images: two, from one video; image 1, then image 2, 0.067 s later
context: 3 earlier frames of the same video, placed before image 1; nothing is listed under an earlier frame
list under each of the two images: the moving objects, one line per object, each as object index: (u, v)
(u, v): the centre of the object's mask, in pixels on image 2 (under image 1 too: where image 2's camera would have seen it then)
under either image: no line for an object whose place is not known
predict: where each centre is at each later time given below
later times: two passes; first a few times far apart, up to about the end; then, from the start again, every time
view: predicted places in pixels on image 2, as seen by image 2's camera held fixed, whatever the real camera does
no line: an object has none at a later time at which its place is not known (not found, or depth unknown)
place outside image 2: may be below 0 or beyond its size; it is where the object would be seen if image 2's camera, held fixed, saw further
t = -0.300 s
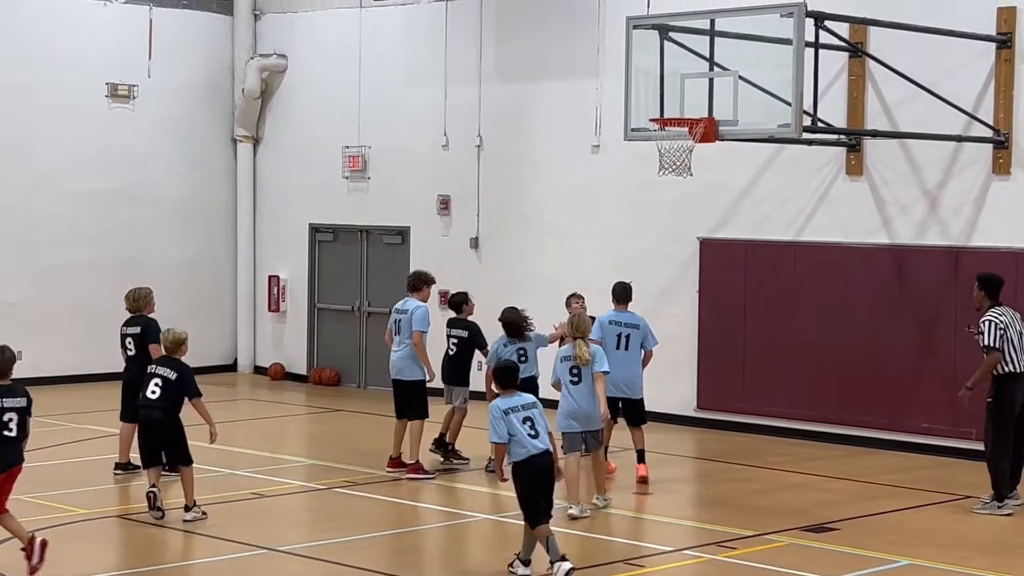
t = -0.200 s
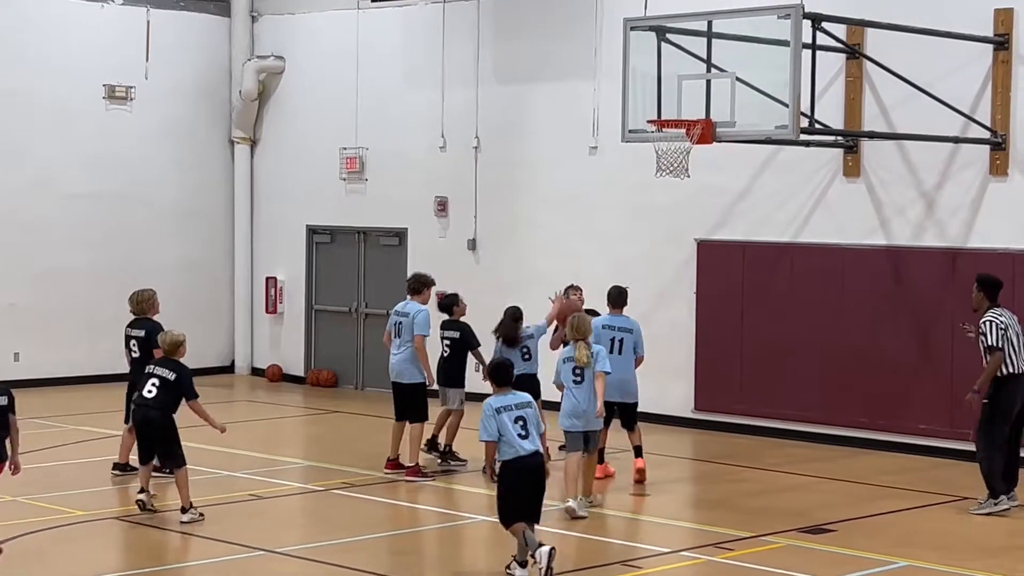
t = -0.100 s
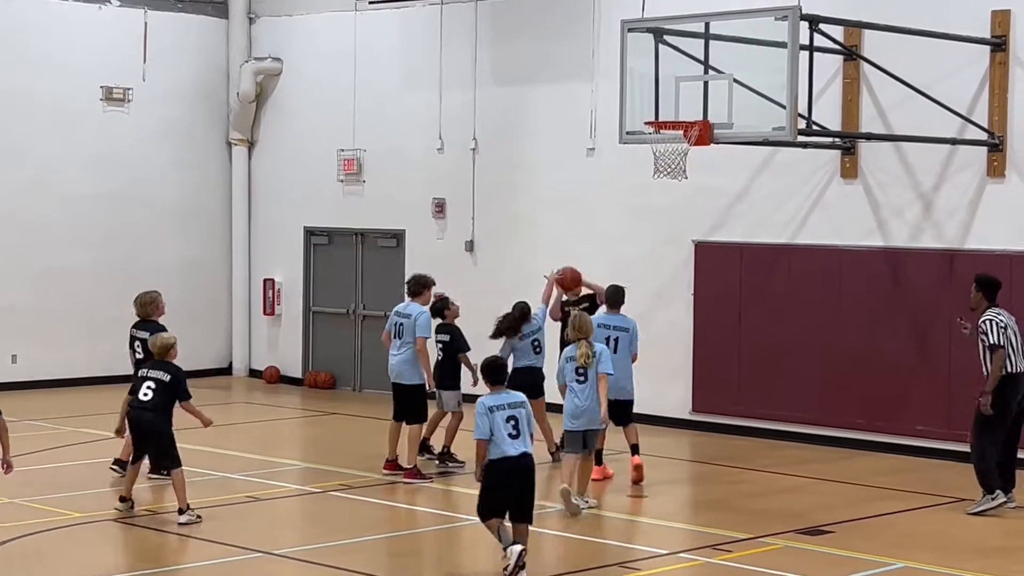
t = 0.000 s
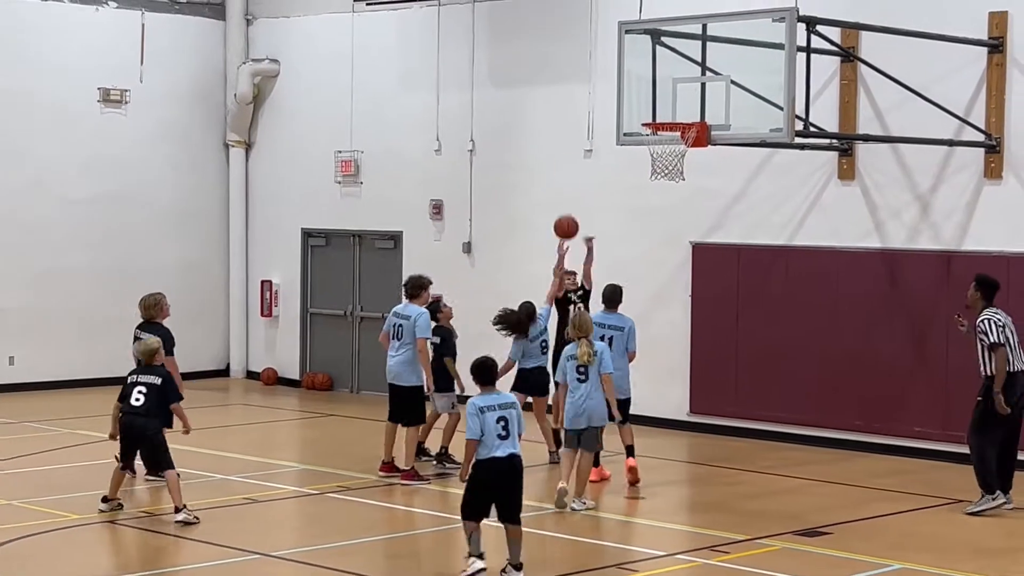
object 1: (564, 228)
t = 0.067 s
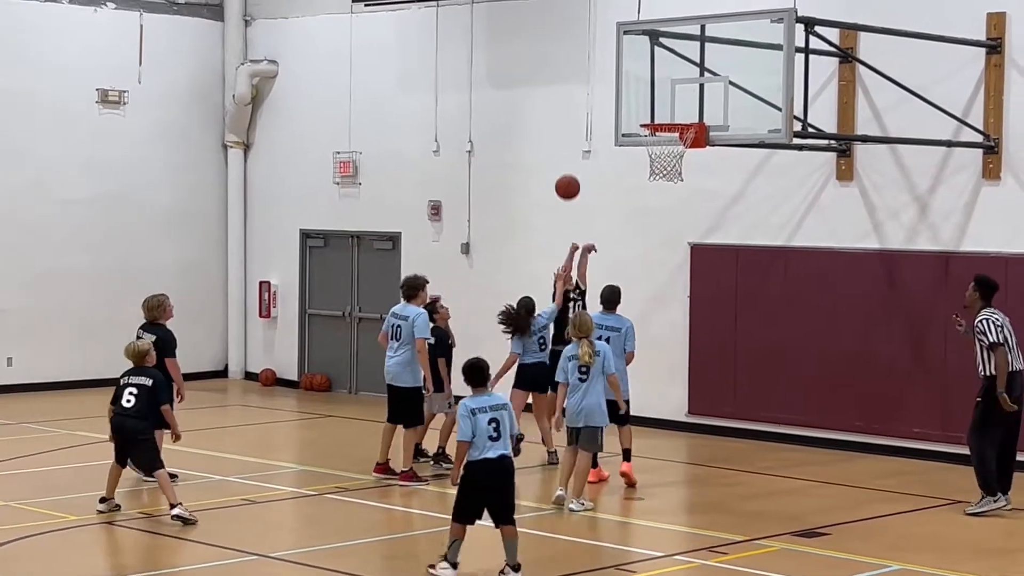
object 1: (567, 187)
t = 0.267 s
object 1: (576, 90)
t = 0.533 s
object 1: (586, 25)
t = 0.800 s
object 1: (595, 39)
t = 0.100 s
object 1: (569, 168)
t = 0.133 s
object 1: (570, 150)
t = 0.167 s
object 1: (571, 133)
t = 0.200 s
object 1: (573, 118)
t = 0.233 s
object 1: (574, 103)
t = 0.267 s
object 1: (576, 90)
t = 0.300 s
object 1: (577, 78)
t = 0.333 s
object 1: (578, 66)
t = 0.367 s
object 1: (580, 56)
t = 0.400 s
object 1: (581, 48)
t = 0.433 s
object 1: (582, 40)
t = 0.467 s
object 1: (583, 34)
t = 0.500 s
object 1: (584, 29)
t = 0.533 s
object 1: (586, 25)
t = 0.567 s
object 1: (587, 22)
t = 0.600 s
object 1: (588, 21)
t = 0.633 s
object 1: (589, 21)
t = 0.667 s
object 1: (590, 22)
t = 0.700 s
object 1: (592, 24)
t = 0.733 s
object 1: (593, 28)
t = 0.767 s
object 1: (594, 33)
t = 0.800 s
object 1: (595, 39)
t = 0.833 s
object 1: (596, 46)
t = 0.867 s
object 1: (597, 55)
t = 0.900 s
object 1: (598, 65)
